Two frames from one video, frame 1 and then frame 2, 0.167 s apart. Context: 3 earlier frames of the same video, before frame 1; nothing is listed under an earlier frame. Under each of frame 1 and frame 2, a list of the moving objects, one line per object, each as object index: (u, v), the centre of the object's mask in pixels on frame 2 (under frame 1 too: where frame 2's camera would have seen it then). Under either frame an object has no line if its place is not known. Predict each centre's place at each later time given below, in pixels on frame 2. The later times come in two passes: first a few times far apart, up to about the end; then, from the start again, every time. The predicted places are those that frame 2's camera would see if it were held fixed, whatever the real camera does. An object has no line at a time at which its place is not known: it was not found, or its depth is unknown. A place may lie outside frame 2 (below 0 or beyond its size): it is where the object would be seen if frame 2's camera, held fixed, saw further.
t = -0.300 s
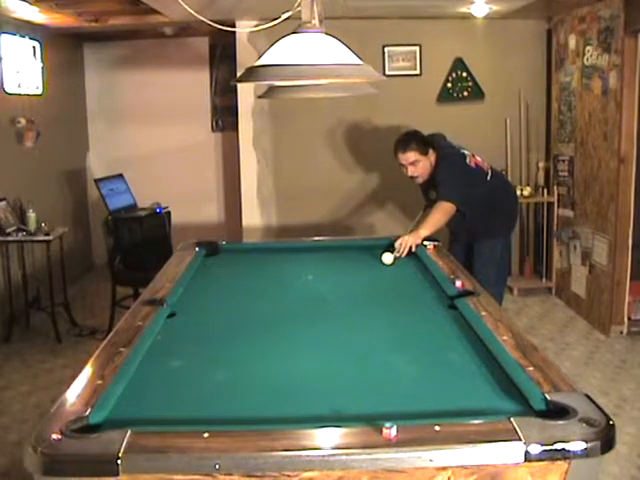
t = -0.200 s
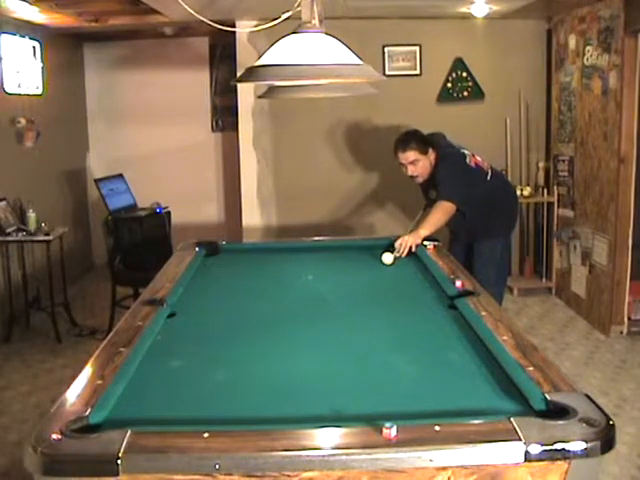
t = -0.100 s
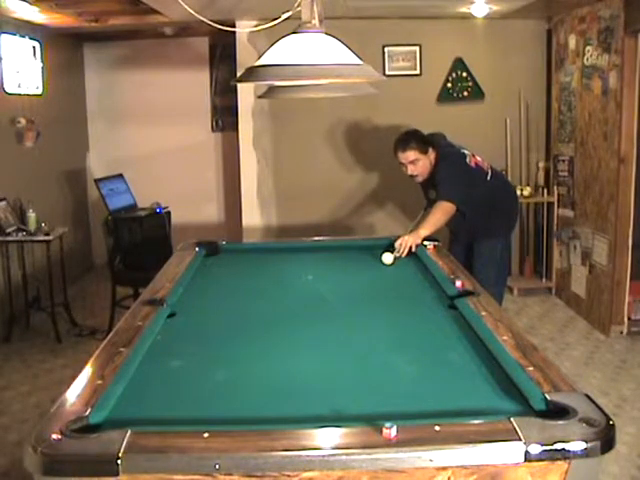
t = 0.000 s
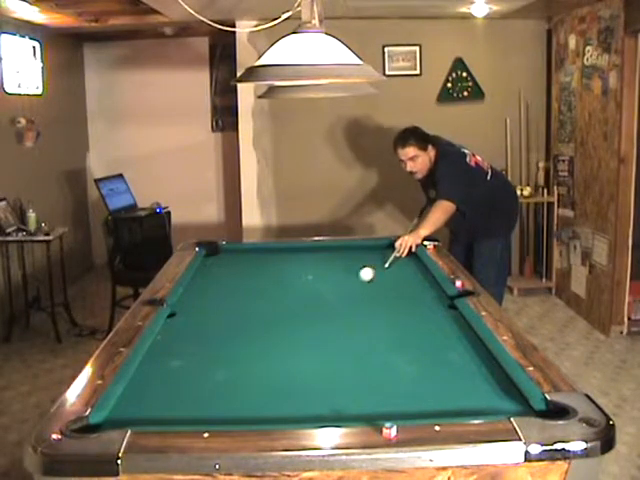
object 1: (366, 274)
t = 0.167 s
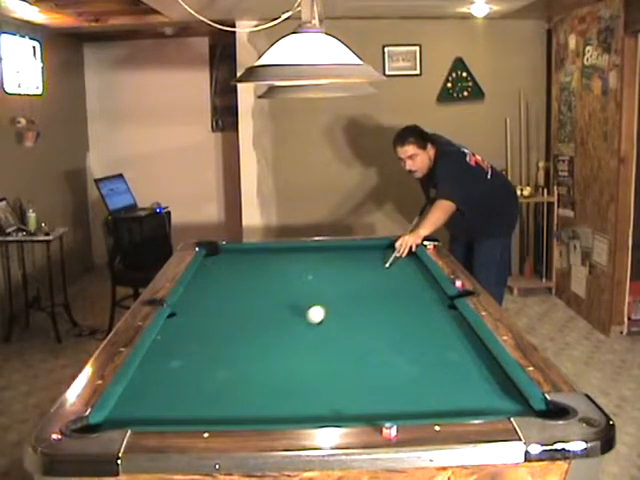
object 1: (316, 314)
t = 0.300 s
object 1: (265, 354)
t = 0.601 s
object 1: (179, 403)
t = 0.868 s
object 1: (195, 363)
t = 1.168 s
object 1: (208, 330)
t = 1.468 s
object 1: (217, 305)
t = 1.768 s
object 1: (225, 286)
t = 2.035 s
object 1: (230, 272)
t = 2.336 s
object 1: (235, 259)
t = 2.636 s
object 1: (238, 250)
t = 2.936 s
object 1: (235, 257)
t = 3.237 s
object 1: (232, 264)
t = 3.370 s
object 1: (231, 267)
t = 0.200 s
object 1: (304, 323)
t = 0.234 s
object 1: (291, 333)
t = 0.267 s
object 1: (278, 343)
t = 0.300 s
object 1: (265, 354)
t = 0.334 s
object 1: (250, 365)
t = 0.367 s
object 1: (236, 376)
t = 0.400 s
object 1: (220, 389)
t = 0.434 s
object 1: (204, 401)
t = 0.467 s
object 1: (187, 413)
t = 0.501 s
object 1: (171, 420)
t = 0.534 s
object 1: (173, 415)
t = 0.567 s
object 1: (177, 410)
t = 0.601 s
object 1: (179, 403)
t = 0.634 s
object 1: (182, 396)
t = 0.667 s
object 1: (184, 391)
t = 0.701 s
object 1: (186, 386)
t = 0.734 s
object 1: (187, 381)
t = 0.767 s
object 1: (189, 376)
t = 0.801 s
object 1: (191, 372)
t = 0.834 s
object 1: (193, 367)
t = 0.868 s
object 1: (195, 363)
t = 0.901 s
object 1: (196, 359)
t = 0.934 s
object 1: (198, 355)
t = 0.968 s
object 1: (199, 351)
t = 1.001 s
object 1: (201, 347)
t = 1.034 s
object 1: (202, 344)
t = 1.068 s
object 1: (204, 340)
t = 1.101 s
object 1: (205, 337)
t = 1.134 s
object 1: (206, 333)
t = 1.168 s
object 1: (208, 330)
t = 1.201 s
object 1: (209, 327)
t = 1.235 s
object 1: (210, 324)
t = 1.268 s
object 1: (211, 321)
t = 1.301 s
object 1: (212, 318)
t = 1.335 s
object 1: (213, 316)
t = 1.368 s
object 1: (214, 313)
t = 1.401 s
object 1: (216, 310)
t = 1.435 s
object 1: (217, 308)
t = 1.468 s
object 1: (217, 305)
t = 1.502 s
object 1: (218, 303)
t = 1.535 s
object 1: (219, 301)
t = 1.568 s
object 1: (220, 299)
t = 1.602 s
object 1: (221, 296)
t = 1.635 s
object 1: (222, 294)
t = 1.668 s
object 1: (223, 292)
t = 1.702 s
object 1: (224, 290)
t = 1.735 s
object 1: (224, 288)
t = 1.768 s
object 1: (225, 286)
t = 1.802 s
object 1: (226, 284)
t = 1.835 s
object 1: (227, 282)
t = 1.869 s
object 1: (227, 280)
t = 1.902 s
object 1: (228, 278)
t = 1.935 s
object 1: (229, 277)
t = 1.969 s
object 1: (229, 275)
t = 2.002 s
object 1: (230, 273)
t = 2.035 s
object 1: (230, 272)
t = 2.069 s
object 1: (231, 270)
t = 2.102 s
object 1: (232, 269)
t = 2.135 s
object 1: (232, 267)
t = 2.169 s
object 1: (233, 266)
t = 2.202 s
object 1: (233, 264)
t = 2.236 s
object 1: (234, 263)
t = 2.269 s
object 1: (234, 261)
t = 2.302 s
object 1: (235, 260)
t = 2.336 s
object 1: (235, 259)
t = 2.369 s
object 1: (235, 258)
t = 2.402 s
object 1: (236, 256)
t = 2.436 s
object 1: (236, 255)
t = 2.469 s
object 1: (237, 254)
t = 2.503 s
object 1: (237, 253)
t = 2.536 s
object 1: (238, 251)
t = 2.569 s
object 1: (238, 250)
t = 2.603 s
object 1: (238, 249)
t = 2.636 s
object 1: (238, 250)
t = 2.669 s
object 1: (238, 251)
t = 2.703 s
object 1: (238, 251)
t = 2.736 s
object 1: (237, 252)
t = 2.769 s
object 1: (237, 253)
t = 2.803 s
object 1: (237, 254)
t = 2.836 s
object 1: (236, 255)
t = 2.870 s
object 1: (236, 255)
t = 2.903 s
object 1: (236, 256)
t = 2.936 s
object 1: (235, 257)
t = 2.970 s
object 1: (235, 257)
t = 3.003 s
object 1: (235, 258)
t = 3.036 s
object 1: (234, 259)
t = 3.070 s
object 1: (234, 260)
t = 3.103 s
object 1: (234, 261)
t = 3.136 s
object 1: (233, 262)
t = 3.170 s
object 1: (233, 262)
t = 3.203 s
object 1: (233, 263)
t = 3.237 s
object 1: (232, 264)
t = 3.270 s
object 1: (232, 265)
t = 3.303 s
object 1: (232, 265)
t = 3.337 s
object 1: (231, 266)
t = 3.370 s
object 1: (231, 267)
